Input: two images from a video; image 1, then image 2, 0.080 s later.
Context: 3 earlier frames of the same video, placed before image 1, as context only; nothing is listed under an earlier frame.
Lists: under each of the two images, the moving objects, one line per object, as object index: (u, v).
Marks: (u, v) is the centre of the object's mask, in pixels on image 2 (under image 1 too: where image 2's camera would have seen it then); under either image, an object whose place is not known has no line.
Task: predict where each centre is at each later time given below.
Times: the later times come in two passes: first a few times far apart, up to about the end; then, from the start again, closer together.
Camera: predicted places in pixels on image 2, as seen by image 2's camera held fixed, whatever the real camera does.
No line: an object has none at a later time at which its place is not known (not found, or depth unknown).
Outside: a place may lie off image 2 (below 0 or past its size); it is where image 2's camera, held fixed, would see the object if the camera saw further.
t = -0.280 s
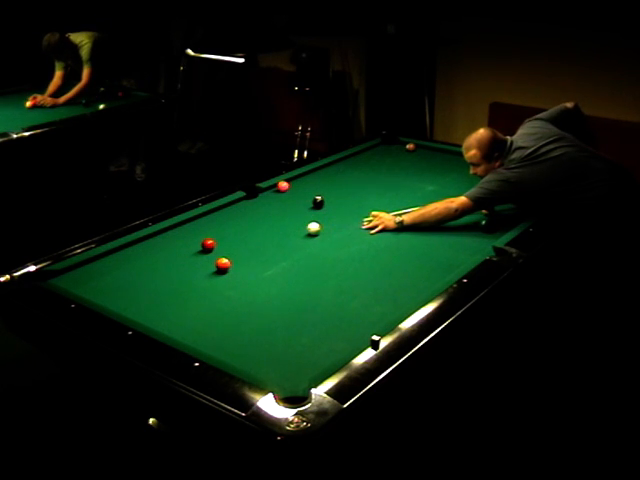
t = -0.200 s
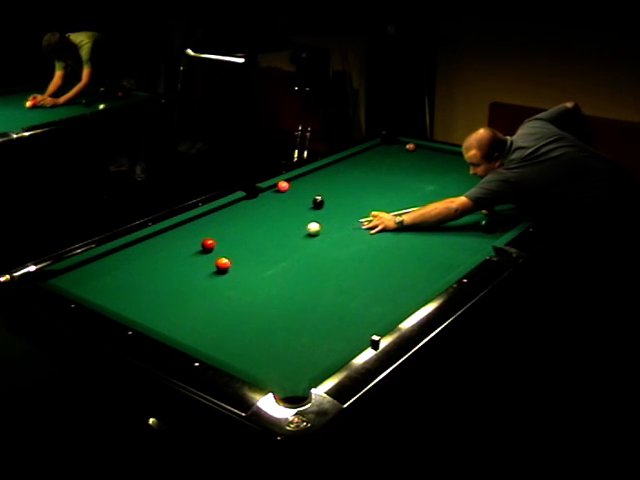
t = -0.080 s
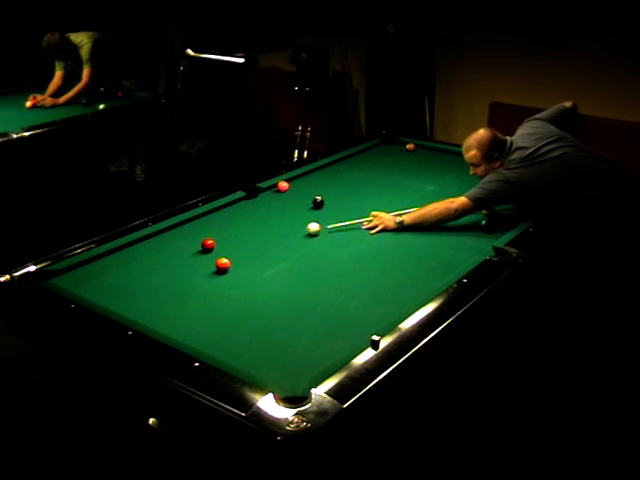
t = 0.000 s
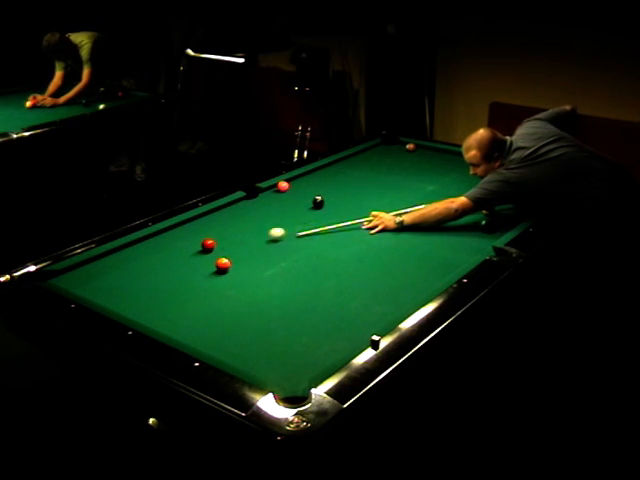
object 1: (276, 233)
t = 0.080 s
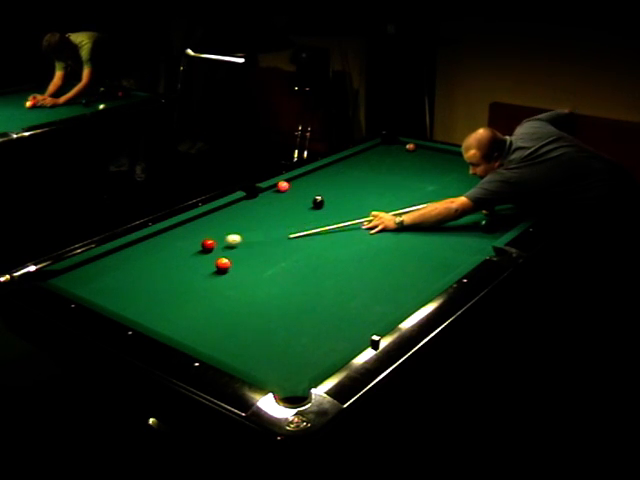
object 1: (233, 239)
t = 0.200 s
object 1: (218, 239)
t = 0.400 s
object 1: (215, 235)
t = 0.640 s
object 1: (212, 230)
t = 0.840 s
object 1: (210, 226)
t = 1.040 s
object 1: (208, 222)
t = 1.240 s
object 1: (206, 219)
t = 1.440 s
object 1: (204, 216)
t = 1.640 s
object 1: (207, 215)
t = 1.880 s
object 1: (215, 214)
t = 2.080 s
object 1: (220, 213)
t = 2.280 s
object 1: (224, 213)
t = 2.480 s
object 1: (228, 212)
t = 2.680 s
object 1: (232, 212)
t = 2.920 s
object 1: (234, 212)
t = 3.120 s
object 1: (235, 211)
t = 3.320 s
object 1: (236, 211)
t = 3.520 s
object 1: (236, 211)
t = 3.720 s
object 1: (236, 211)
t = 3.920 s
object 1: (236, 211)
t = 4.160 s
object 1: (236, 211)
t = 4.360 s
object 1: (236, 212)
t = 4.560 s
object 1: (236, 211)
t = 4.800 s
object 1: (236, 211)
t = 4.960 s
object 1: (236, 211)
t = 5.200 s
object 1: (236, 211)
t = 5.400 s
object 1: (236, 211)
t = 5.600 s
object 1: (236, 211)
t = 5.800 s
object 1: (236, 211)
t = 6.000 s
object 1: (236, 211)
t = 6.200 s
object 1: (236, 211)
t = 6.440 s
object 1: (236, 211)
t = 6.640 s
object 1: (236, 211)
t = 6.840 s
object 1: (236, 211)
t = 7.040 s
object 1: (236, 211)
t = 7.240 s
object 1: (236, 212)
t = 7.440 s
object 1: (236, 212)
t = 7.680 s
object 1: (236, 212)
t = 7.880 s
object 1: (236, 212)
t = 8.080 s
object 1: (236, 212)
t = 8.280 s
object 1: (236, 212)
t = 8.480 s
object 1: (236, 211)
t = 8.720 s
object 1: (236, 212)
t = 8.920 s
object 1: (236, 212)
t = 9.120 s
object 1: (236, 212)
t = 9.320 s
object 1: (236, 212)
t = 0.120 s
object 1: (220, 241)
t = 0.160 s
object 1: (219, 240)
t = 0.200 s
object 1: (218, 239)
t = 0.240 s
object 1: (218, 238)
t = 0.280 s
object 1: (217, 237)
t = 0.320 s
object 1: (216, 237)
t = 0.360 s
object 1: (216, 235)
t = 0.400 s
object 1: (215, 235)
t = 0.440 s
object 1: (215, 234)
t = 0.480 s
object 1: (214, 233)
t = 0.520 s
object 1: (214, 232)
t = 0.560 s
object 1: (213, 231)
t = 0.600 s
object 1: (213, 230)
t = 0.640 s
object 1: (212, 230)
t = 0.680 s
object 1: (212, 229)
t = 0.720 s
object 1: (211, 228)
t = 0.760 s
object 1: (211, 227)
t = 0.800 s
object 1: (210, 227)
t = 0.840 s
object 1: (210, 226)
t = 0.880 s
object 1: (209, 225)
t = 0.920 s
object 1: (209, 224)
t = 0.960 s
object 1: (209, 224)
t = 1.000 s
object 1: (208, 223)
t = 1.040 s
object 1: (208, 222)
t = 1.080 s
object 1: (207, 222)
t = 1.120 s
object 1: (207, 221)
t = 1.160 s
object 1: (207, 220)
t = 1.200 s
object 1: (206, 220)
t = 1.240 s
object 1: (206, 219)
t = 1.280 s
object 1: (206, 219)
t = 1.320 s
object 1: (205, 218)
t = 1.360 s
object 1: (205, 217)
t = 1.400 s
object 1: (205, 217)
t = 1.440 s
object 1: (204, 216)
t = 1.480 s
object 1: (204, 216)
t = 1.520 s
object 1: (204, 215)
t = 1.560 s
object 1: (204, 215)
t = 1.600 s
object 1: (206, 215)
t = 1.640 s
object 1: (207, 215)
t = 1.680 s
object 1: (209, 215)
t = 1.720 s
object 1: (210, 214)
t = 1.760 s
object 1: (211, 214)
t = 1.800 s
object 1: (212, 214)
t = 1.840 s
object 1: (213, 214)
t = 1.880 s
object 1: (215, 214)
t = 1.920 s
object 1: (215, 214)
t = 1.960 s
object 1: (217, 213)
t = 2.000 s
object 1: (218, 213)
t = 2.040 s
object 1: (219, 213)
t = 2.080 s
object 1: (220, 213)
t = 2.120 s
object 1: (221, 213)
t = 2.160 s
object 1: (222, 213)
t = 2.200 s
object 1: (223, 213)
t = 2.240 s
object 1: (224, 213)
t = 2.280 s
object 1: (224, 213)
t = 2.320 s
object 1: (225, 213)
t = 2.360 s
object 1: (226, 212)
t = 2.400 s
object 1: (227, 212)
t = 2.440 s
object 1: (227, 212)
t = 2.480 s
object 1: (228, 212)
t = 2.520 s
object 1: (229, 212)
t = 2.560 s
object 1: (230, 212)
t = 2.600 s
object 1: (230, 212)
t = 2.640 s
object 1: (231, 212)
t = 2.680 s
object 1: (232, 212)
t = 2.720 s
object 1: (232, 212)
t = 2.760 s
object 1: (232, 212)
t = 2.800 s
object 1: (233, 212)
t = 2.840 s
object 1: (233, 212)
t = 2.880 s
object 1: (234, 212)
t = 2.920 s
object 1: (234, 212)
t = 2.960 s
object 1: (234, 211)
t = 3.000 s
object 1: (234, 212)
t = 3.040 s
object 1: (235, 211)
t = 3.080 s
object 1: (235, 211)
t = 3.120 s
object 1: (235, 211)
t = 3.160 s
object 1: (235, 211)
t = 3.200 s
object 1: (236, 211)
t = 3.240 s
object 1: (236, 211)
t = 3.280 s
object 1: (236, 211)
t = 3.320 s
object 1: (236, 211)
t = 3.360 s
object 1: (236, 211)
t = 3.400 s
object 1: (236, 211)
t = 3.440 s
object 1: (236, 211)
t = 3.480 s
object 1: (236, 211)
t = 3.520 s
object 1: (236, 211)
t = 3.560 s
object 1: (236, 211)
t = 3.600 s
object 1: (236, 211)
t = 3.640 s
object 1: (236, 211)
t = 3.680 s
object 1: (236, 211)
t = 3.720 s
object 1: (236, 211)
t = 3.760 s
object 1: (236, 211)
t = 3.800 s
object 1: (236, 211)
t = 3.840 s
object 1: (236, 211)
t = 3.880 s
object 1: (236, 211)
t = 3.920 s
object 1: (236, 211)
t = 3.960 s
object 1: (236, 211)
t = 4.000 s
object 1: (236, 211)
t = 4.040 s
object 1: (236, 211)
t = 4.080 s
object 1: (236, 211)
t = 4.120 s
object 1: (236, 211)
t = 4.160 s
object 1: (236, 211)
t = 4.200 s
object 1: (236, 211)
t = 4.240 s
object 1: (236, 211)
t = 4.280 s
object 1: (236, 211)
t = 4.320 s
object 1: (236, 211)
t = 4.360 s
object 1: (236, 212)
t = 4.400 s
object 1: (236, 211)
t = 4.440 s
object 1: (236, 211)
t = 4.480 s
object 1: (236, 211)
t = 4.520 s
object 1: (236, 211)
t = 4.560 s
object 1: (236, 211)
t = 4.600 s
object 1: (234, 212)
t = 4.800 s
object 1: (236, 211)
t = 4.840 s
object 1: (236, 211)
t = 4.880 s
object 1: (236, 211)
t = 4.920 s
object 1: (236, 211)
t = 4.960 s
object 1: (236, 211)
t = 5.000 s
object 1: (236, 211)
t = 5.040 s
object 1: (236, 211)
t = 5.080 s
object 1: (236, 211)
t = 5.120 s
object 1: (236, 212)
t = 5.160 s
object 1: (236, 211)
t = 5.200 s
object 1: (236, 211)
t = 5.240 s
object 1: (236, 212)
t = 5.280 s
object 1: (236, 211)
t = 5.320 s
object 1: (236, 211)
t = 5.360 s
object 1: (236, 211)
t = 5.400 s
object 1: (236, 211)
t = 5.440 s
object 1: (236, 211)
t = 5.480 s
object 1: (236, 211)
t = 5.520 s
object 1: (236, 211)
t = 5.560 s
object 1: (236, 211)
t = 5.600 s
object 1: (236, 211)
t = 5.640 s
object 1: (236, 211)
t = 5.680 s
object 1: (236, 211)
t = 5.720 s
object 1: (236, 211)
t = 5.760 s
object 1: (236, 211)
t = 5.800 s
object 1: (236, 211)
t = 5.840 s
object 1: (236, 211)
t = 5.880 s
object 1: (236, 211)
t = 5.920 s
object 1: (236, 211)
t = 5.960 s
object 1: (236, 211)
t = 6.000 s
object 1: (236, 211)
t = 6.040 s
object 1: (236, 211)
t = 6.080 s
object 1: (236, 211)
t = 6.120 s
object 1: (236, 211)
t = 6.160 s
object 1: (236, 211)
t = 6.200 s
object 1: (236, 211)
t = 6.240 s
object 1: (236, 211)
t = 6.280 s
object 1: (236, 211)
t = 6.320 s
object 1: (236, 211)
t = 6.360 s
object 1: (236, 211)
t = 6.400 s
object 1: (236, 211)
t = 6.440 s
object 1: (236, 211)
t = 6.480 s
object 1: (236, 211)
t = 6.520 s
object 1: (236, 211)
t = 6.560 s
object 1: (236, 211)
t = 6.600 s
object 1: (236, 211)
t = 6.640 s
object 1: (236, 211)
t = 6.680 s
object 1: (236, 211)
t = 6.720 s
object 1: (236, 211)
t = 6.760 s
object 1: (236, 211)
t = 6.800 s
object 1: (236, 211)
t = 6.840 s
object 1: (236, 211)
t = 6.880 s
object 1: (236, 211)
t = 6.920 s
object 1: (236, 211)
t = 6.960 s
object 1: (236, 211)
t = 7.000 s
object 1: (236, 211)
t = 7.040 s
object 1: (236, 211)
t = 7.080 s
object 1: (236, 212)
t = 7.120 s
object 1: (236, 212)
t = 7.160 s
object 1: (236, 212)
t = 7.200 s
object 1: (236, 212)
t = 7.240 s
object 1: (236, 212)
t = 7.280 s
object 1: (236, 212)
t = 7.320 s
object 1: (236, 212)
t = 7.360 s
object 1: (236, 212)
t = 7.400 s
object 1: (236, 212)
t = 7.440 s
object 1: (236, 212)
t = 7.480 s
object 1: (236, 212)
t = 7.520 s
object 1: (236, 212)
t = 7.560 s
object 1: (236, 212)
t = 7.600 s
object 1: (236, 212)
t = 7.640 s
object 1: (236, 212)
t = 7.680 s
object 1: (236, 212)
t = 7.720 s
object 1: (236, 212)
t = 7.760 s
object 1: (236, 211)
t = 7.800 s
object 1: (236, 212)
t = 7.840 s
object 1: (236, 211)
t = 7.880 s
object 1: (236, 212)
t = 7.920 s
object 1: (236, 212)
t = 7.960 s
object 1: (236, 212)
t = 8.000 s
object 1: (236, 212)
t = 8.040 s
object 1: (236, 212)
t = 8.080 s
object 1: (236, 212)
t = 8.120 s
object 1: (236, 211)
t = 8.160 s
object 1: (236, 212)
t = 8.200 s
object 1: (236, 212)
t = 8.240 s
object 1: (236, 212)
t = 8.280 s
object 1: (236, 212)
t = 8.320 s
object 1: (236, 212)
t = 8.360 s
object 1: (236, 211)
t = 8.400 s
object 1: (236, 211)
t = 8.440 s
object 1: (236, 212)
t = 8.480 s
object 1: (236, 211)
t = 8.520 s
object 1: (236, 211)
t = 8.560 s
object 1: (236, 211)
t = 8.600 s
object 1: (236, 212)
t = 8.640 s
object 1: (236, 212)
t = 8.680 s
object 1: (236, 212)
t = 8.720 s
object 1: (236, 212)
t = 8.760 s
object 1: (236, 211)
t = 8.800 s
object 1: (236, 212)
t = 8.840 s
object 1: (236, 212)
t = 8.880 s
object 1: (236, 211)
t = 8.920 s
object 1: (236, 212)
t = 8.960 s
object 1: (236, 212)
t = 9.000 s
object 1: (236, 212)
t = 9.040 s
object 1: (236, 212)
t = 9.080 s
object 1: (236, 212)
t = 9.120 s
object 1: (236, 212)
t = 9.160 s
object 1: (236, 212)
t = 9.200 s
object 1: (236, 212)
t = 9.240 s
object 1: (236, 212)
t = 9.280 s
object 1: (236, 212)
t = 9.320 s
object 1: (236, 212)
